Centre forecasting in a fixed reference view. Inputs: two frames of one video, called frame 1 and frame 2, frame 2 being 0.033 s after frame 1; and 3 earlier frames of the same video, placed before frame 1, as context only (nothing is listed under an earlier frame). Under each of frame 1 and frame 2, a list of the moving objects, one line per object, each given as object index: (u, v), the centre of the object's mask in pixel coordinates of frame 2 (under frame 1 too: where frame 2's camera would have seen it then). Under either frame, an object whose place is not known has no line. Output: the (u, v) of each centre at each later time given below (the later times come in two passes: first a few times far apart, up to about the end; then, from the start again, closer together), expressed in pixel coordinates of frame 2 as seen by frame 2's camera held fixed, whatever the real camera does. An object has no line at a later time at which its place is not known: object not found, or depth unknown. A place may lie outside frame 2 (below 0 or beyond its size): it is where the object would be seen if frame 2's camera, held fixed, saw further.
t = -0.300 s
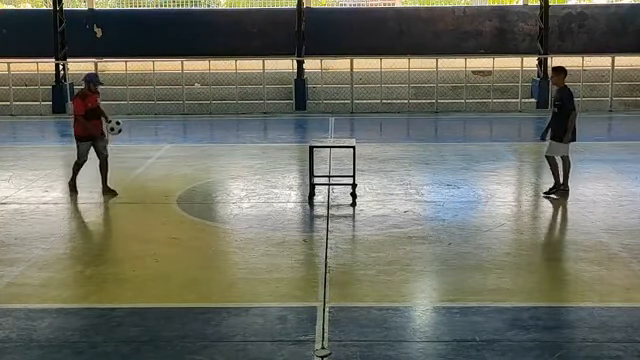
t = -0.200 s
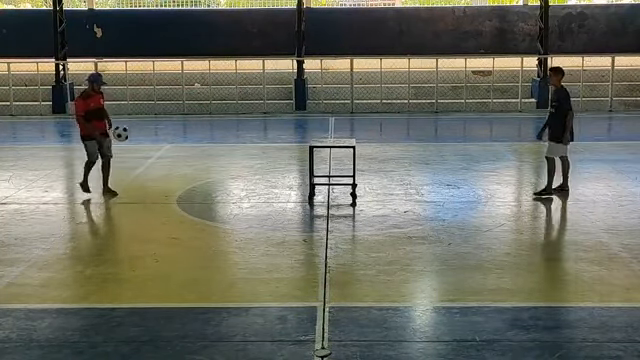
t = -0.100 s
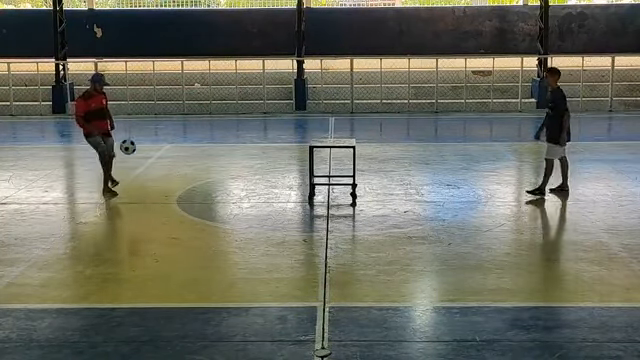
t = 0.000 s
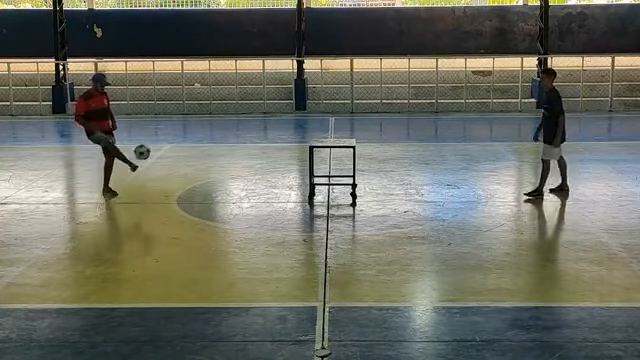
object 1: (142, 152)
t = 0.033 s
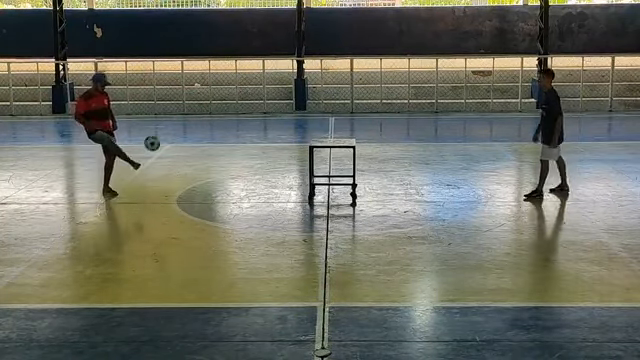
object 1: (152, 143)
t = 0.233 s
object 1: (214, 105)
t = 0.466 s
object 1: (285, 98)
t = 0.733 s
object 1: (363, 138)
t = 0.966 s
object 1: (419, 160)
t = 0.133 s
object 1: (183, 121)
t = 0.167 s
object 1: (192, 113)
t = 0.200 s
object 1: (202, 110)
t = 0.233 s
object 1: (214, 105)
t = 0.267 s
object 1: (223, 102)
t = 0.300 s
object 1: (233, 99)
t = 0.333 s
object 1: (244, 97)
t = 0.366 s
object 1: (255, 96)
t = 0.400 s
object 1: (264, 96)
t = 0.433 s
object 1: (275, 97)
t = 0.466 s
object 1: (285, 98)
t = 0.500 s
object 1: (295, 100)
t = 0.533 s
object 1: (303, 103)
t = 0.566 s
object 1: (313, 106)
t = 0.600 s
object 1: (324, 112)
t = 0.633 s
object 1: (333, 117)
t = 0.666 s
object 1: (343, 123)
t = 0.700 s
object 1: (352, 130)
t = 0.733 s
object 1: (363, 138)
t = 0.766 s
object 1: (371, 146)
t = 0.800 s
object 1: (381, 155)
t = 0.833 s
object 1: (390, 165)
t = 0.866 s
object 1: (399, 175)
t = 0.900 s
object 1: (406, 177)
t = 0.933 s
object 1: (413, 168)
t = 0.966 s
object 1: (419, 160)
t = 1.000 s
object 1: (426, 153)
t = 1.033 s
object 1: (432, 147)
